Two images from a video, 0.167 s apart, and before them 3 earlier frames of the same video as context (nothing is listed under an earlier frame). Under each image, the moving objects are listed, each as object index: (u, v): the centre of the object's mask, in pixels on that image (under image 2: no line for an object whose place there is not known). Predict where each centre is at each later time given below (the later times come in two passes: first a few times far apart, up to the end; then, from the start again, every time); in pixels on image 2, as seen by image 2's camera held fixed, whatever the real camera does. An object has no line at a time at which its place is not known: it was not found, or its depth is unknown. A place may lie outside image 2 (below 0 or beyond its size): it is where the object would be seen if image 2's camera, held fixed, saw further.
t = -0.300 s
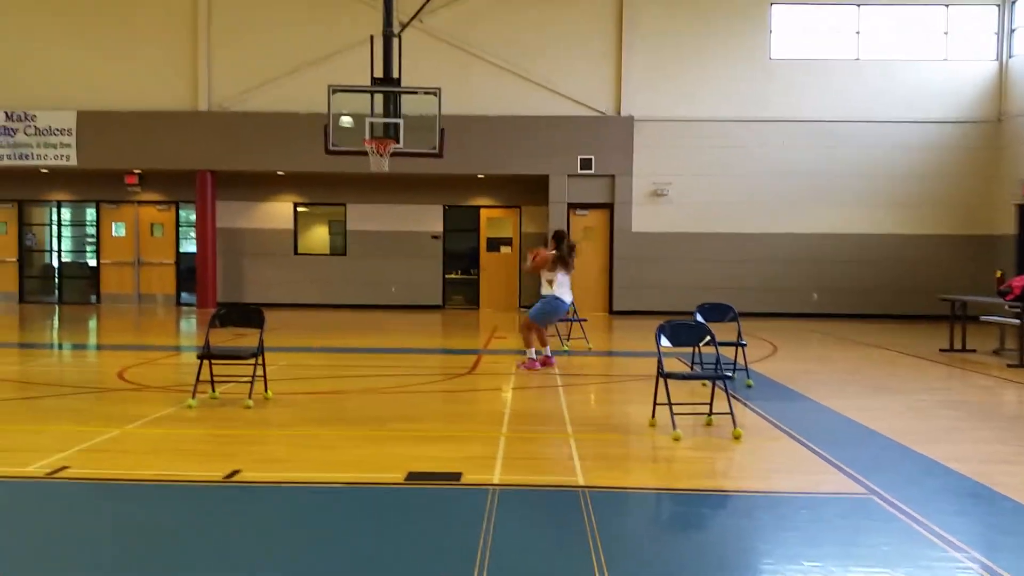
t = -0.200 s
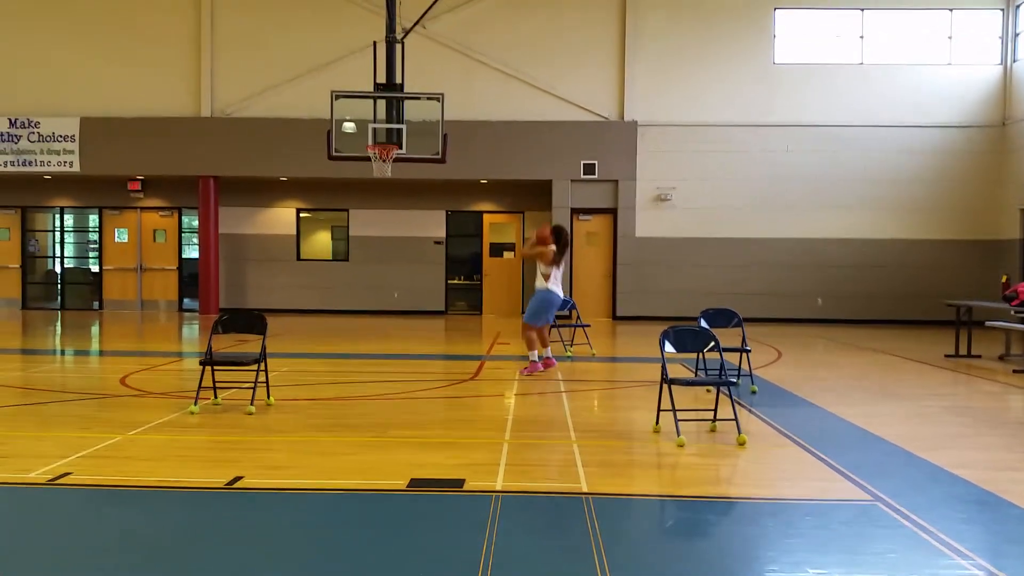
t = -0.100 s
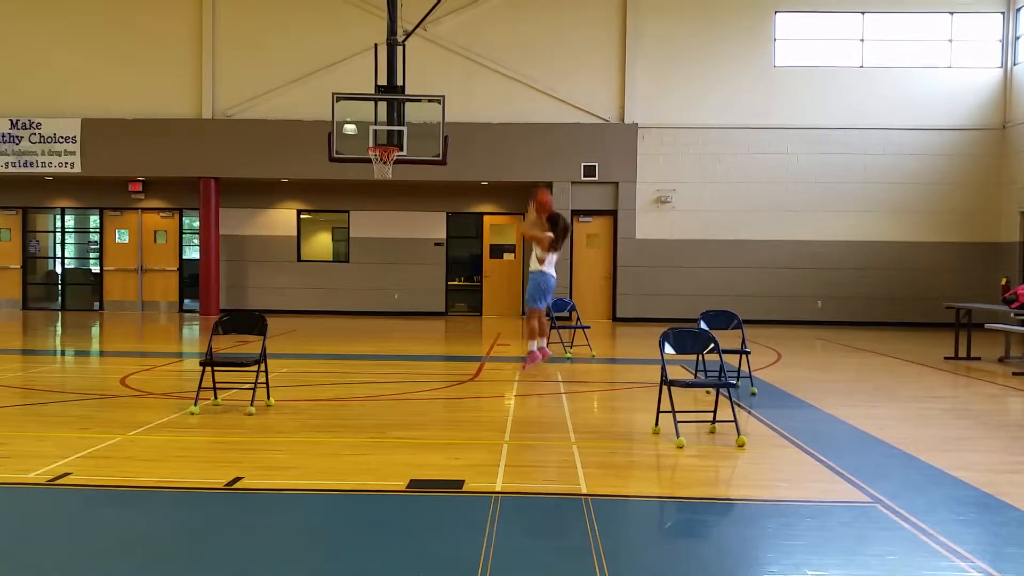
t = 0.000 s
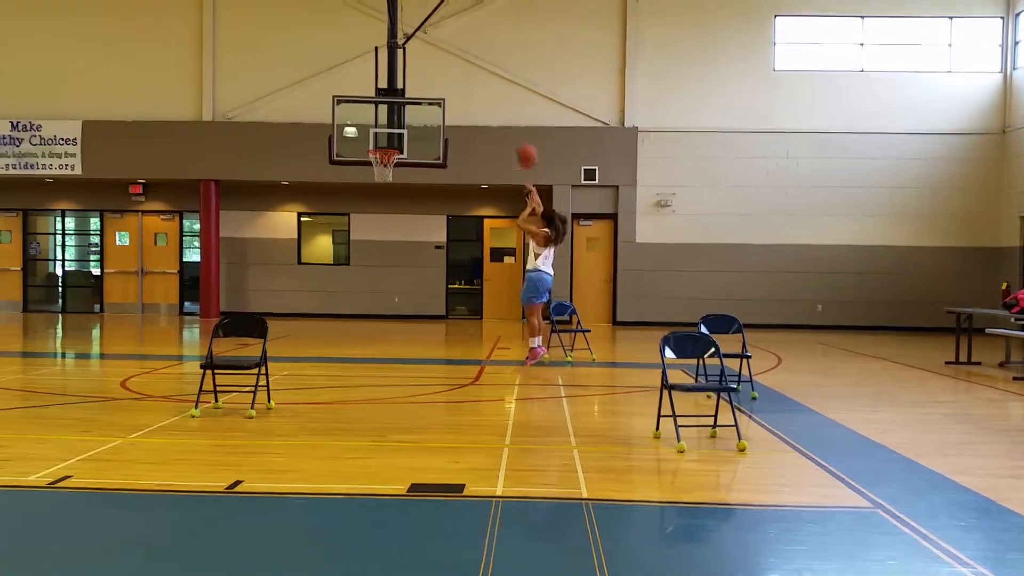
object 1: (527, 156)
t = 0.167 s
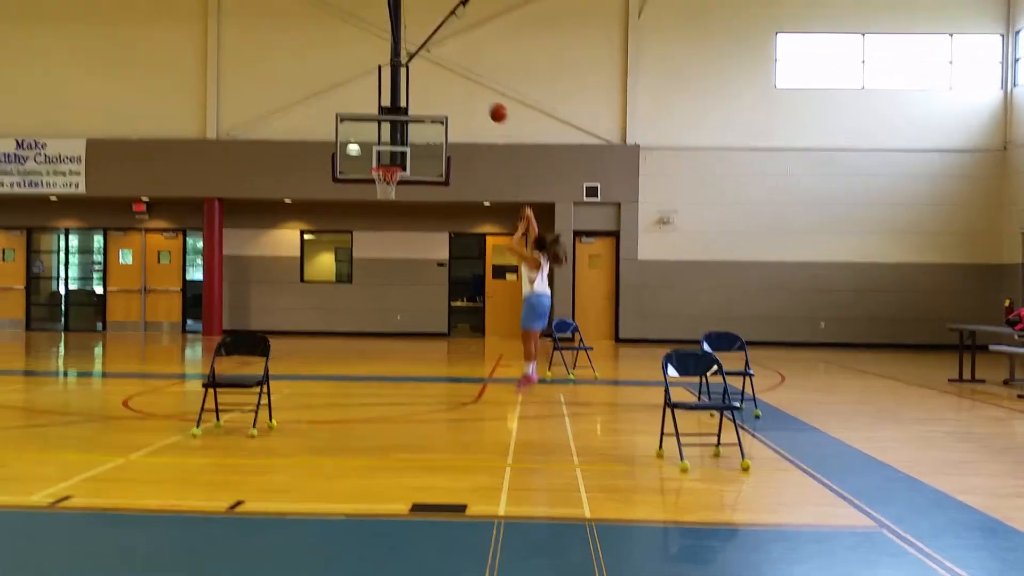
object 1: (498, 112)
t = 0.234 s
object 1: (487, 96)
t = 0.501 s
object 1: (447, 70)
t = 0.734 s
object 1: (418, 88)
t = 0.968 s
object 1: (390, 139)
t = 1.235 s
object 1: (384, 185)
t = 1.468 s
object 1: (394, 200)
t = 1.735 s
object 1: (398, 241)
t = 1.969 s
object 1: (402, 321)
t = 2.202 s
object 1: (401, 316)
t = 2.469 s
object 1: (400, 273)
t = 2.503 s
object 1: (400, 271)
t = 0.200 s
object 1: (492, 103)
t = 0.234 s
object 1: (487, 96)
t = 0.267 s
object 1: (483, 89)
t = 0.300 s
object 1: (477, 84)
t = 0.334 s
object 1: (471, 79)
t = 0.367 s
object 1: (466, 76)
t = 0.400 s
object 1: (461, 73)
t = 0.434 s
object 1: (457, 72)
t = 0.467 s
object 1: (452, 70)
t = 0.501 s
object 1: (447, 70)
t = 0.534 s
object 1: (443, 70)
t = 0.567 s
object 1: (438, 72)
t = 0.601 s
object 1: (434, 74)
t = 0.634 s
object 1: (429, 76)
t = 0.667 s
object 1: (425, 80)
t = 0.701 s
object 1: (421, 84)
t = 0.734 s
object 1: (418, 88)
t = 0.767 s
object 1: (413, 94)
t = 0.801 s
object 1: (410, 99)
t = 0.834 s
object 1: (405, 108)
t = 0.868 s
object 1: (401, 115)
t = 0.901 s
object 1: (397, 123)
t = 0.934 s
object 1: (393, 131)
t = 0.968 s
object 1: (390, 139)
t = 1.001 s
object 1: (386, 149)
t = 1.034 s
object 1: (383, 160)
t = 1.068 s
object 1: (380, 167)
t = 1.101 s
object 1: (378, 173)
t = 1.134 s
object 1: (379, 175)
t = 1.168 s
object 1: (383, 178)
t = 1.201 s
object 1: (383, 177)
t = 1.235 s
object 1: (384, 185)
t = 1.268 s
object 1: (384, 186)
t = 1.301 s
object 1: (385, 186)
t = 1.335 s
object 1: (385, 187)
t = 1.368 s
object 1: (387, 189)
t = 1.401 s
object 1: (388, 191)
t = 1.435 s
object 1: (391, 195)
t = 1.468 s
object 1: (394, 200)
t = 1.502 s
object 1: (395, 200)
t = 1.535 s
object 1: (395, 201)
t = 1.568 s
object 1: (396, 206)
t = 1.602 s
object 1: (396, 210)
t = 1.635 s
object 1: (397, 217)
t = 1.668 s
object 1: (398, 224)
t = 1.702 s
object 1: (398, 233)
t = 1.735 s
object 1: (398, 241)
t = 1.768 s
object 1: (399, 249)
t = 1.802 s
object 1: (399, 260)
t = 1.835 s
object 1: (399, 271)
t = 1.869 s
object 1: (400, 281)
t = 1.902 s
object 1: (401, 293)
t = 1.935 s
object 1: (401, 307)
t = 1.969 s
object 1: (402, 321)
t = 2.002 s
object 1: (402, 334)
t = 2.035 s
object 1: (402, 351)
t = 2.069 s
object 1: (402, 351)
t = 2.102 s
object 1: (402, 341)
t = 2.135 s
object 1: (402, 331)
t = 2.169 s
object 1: (402, 321)
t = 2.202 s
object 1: (401, 316)
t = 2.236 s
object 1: (401, 308)
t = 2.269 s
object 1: (401, 301)
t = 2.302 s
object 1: (401, 294)
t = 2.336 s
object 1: (401, 289)
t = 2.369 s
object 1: (401, 284)
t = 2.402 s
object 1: (401, 280)
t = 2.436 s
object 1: (400, 276)
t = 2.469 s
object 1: (400, 273)
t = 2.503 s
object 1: (400, 271)
